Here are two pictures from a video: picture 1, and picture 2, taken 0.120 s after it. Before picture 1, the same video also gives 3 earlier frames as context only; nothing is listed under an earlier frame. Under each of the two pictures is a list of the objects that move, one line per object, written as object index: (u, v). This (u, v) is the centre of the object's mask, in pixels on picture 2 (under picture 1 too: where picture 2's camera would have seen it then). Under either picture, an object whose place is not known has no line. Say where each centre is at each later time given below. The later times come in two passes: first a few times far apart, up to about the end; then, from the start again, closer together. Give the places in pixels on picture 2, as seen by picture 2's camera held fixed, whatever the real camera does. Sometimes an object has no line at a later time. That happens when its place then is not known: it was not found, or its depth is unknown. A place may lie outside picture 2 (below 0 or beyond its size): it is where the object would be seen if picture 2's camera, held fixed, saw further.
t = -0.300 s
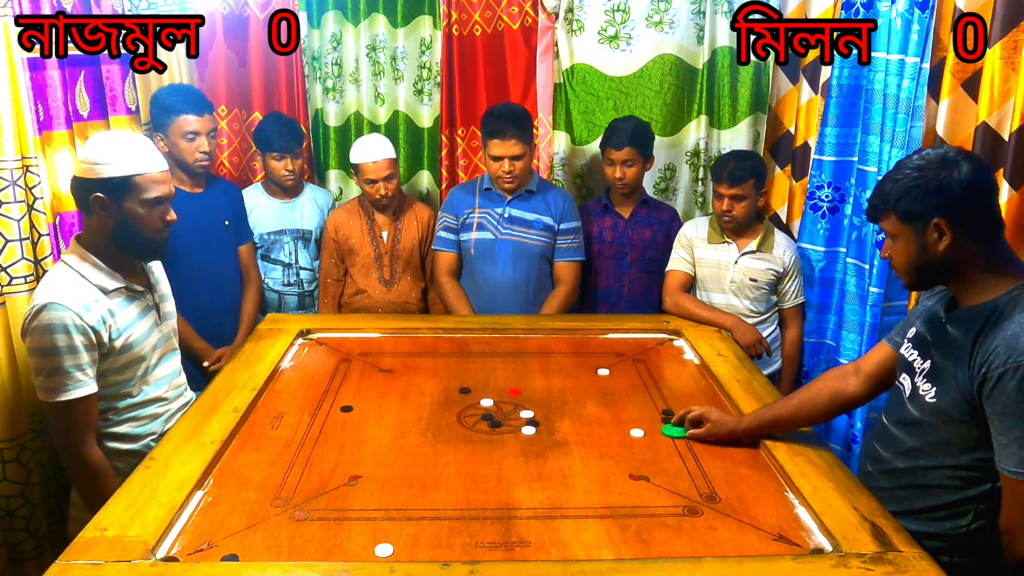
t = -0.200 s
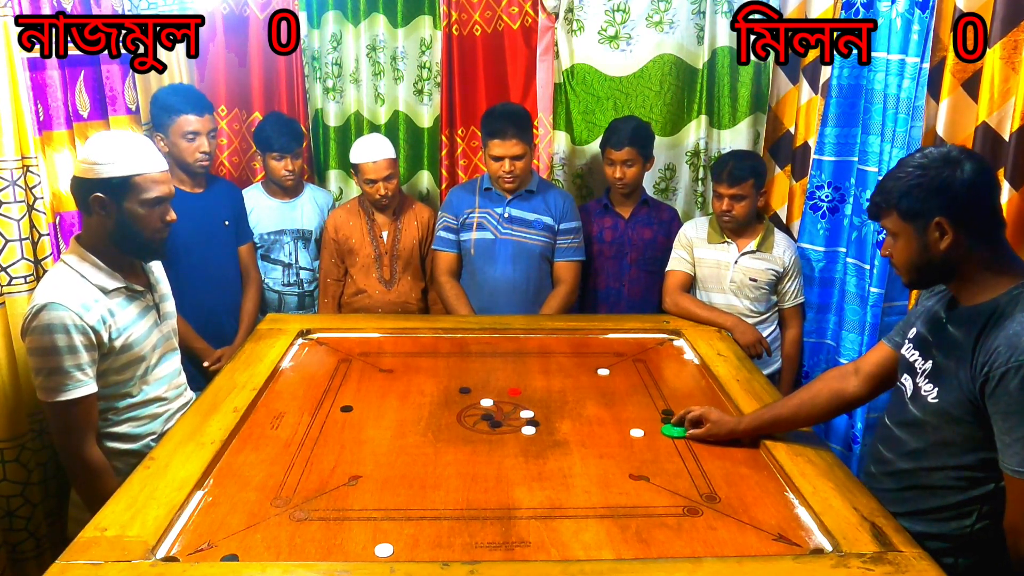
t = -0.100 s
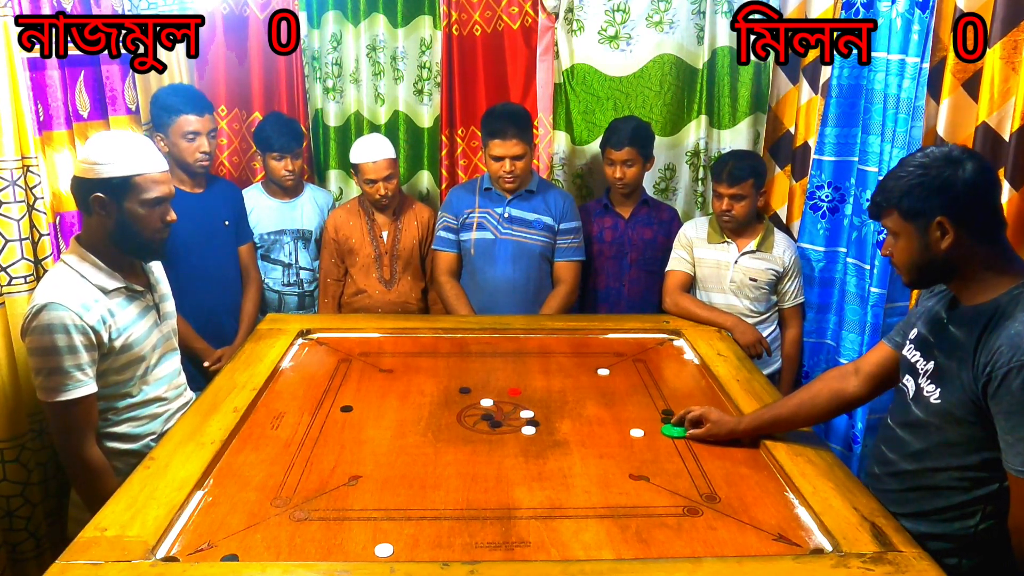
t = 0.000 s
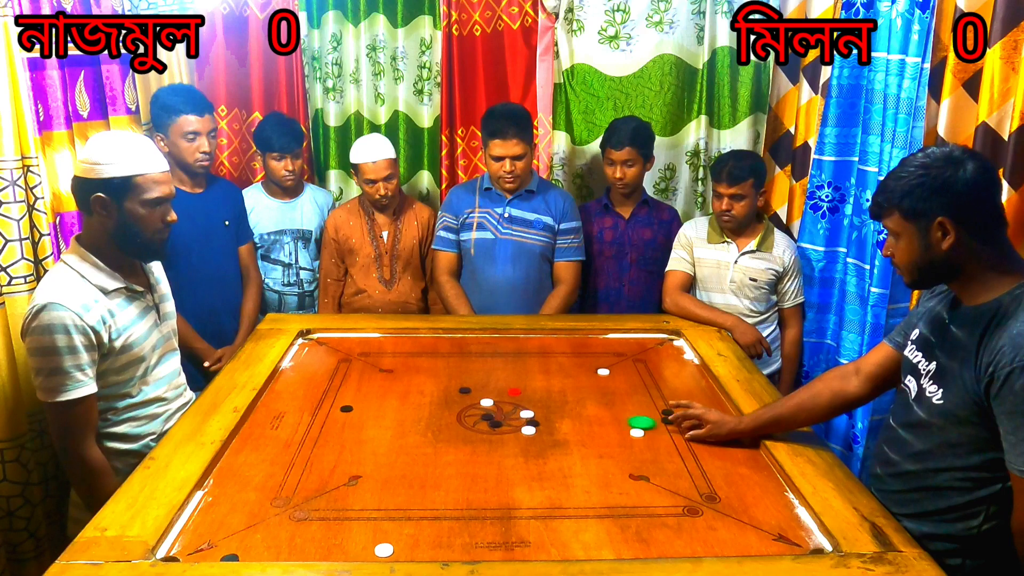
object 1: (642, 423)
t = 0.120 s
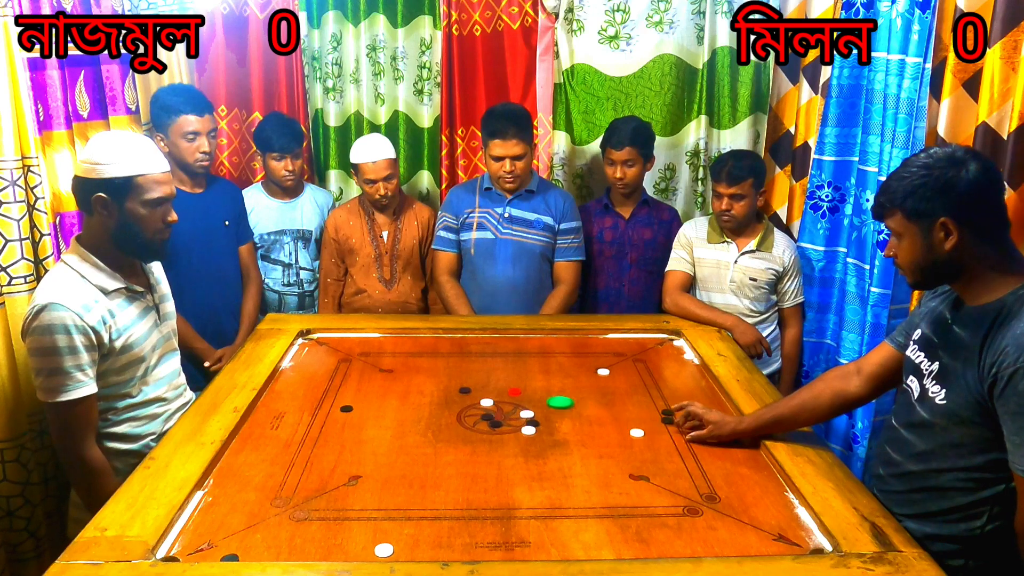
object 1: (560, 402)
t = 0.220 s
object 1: (510, 390)
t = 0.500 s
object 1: (424, 368)
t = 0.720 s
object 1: (380, 357)
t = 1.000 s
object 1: (349, 349)
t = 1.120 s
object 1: (342, 347)
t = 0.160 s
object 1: (535, 396)
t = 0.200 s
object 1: (517, 392)
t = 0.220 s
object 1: (510, 390)
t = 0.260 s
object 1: (495, 386)
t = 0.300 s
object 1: (481, 382)
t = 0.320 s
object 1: (474, 381)
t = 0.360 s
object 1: (462, 377)
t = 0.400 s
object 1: (450, 374)
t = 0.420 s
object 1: (444, 373)
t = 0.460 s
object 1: (434, 370)
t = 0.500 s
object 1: (424, 368)
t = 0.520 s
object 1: (419, 366)
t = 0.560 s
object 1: (410, 364)
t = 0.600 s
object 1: (402, 362)
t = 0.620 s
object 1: (398, 361)
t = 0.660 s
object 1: (390, 359)
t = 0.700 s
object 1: (383, 358)
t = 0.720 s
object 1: (380, 357)
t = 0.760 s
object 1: (374, 355)
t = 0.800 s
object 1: (369, 353)
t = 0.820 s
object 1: (366, 353)
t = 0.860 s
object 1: (361, 352)
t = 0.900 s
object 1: (357, 351)
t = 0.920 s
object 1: (355, 350)
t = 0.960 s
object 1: (352, 349)
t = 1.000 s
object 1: (349, 349)
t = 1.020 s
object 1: (347, 348)
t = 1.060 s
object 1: (345, 348)
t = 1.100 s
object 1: (343, 347)
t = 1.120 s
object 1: (342, 347)
